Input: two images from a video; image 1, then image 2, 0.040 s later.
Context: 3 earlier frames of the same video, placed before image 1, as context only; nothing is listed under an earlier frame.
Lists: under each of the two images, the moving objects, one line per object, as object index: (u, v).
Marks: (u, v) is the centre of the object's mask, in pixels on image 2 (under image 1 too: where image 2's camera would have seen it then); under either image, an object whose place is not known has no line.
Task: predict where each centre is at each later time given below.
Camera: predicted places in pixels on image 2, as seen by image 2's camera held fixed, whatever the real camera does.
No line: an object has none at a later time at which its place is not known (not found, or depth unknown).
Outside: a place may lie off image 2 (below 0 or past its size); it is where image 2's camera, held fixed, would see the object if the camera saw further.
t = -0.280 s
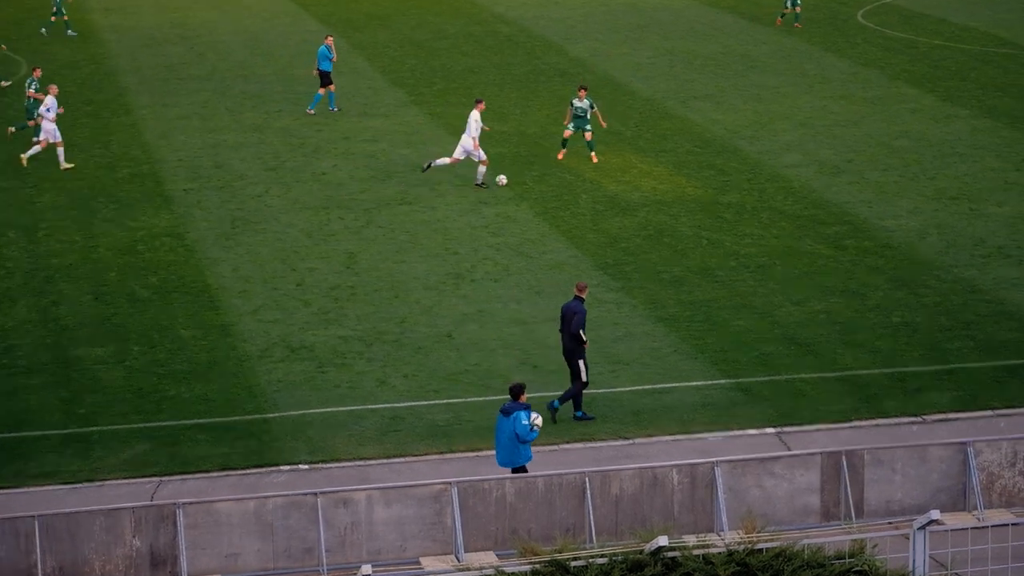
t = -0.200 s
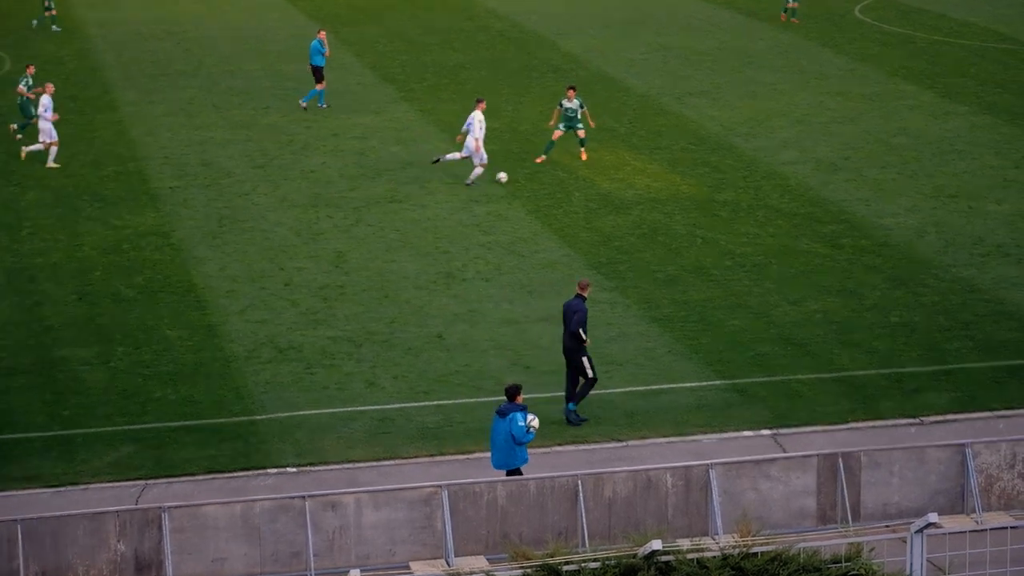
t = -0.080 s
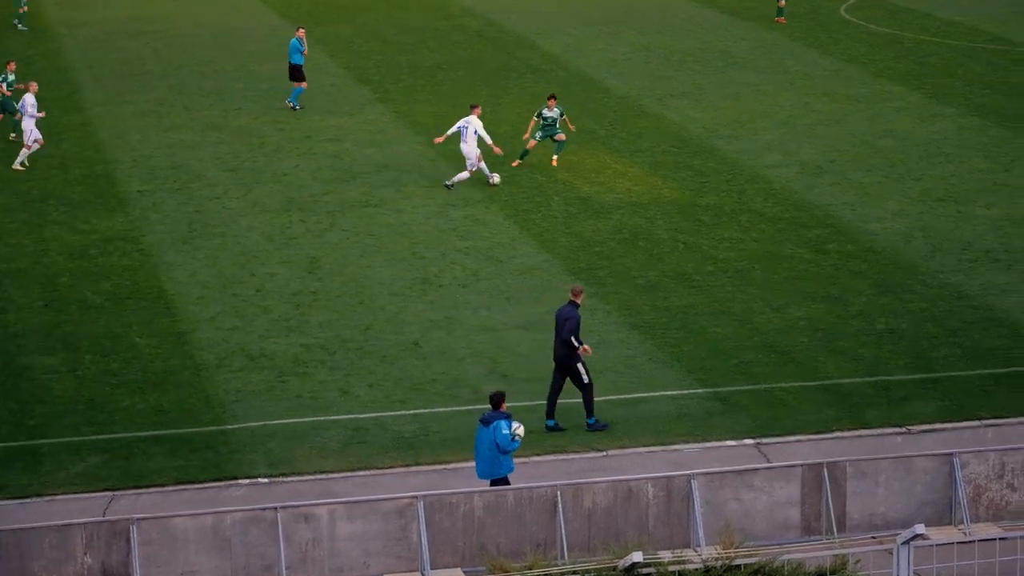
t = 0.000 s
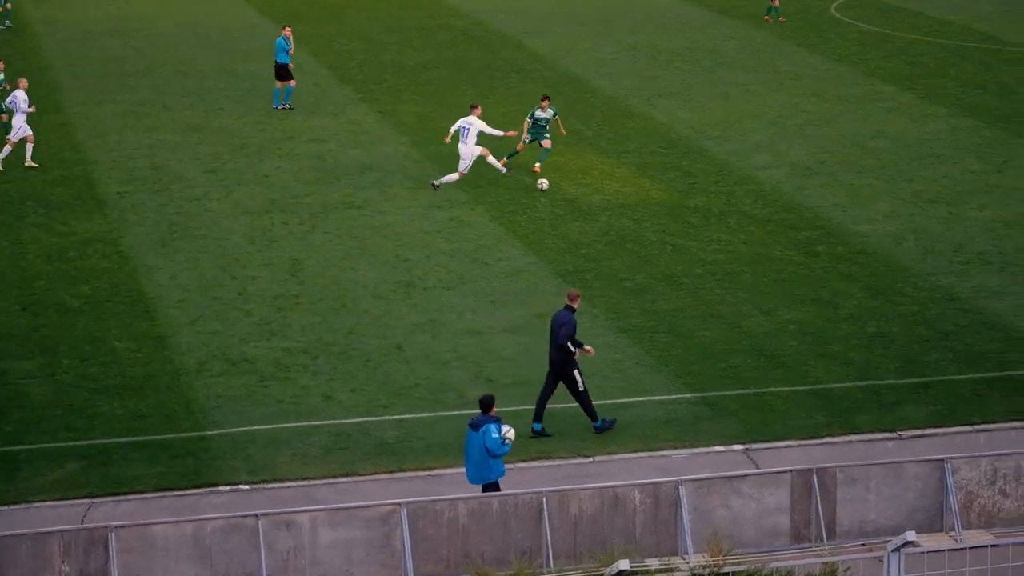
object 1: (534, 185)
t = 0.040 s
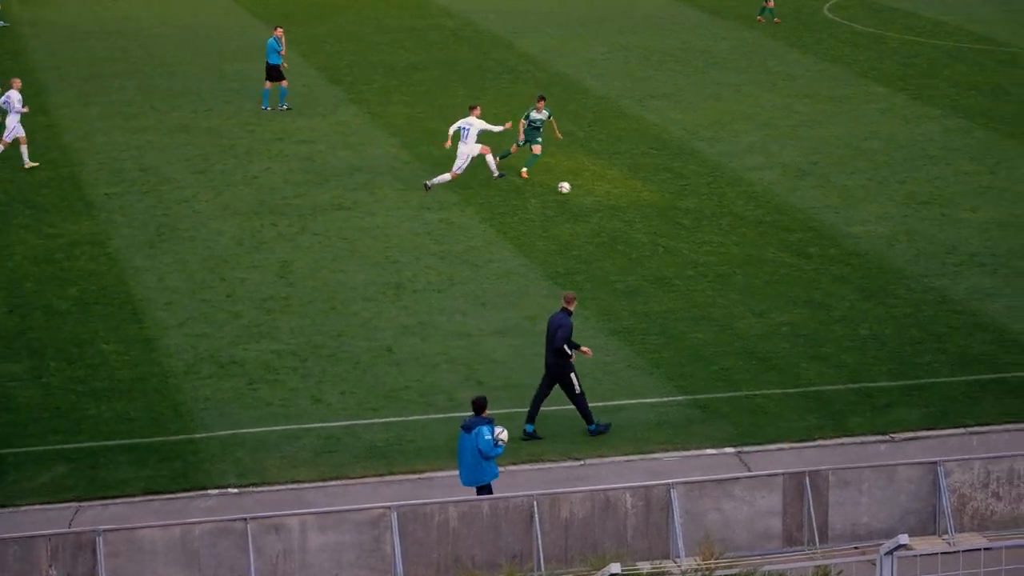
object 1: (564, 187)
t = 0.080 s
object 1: (593, 190)
